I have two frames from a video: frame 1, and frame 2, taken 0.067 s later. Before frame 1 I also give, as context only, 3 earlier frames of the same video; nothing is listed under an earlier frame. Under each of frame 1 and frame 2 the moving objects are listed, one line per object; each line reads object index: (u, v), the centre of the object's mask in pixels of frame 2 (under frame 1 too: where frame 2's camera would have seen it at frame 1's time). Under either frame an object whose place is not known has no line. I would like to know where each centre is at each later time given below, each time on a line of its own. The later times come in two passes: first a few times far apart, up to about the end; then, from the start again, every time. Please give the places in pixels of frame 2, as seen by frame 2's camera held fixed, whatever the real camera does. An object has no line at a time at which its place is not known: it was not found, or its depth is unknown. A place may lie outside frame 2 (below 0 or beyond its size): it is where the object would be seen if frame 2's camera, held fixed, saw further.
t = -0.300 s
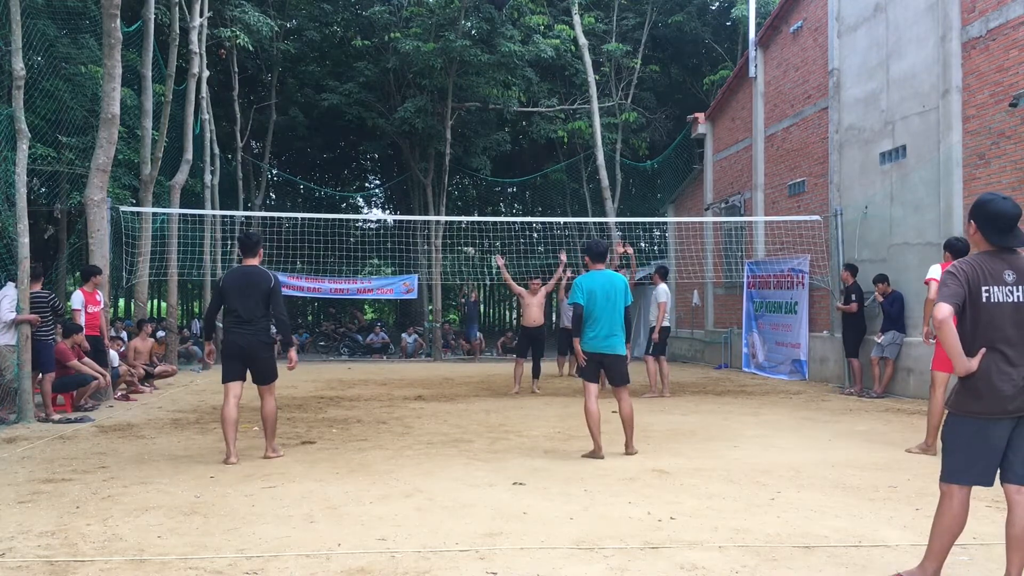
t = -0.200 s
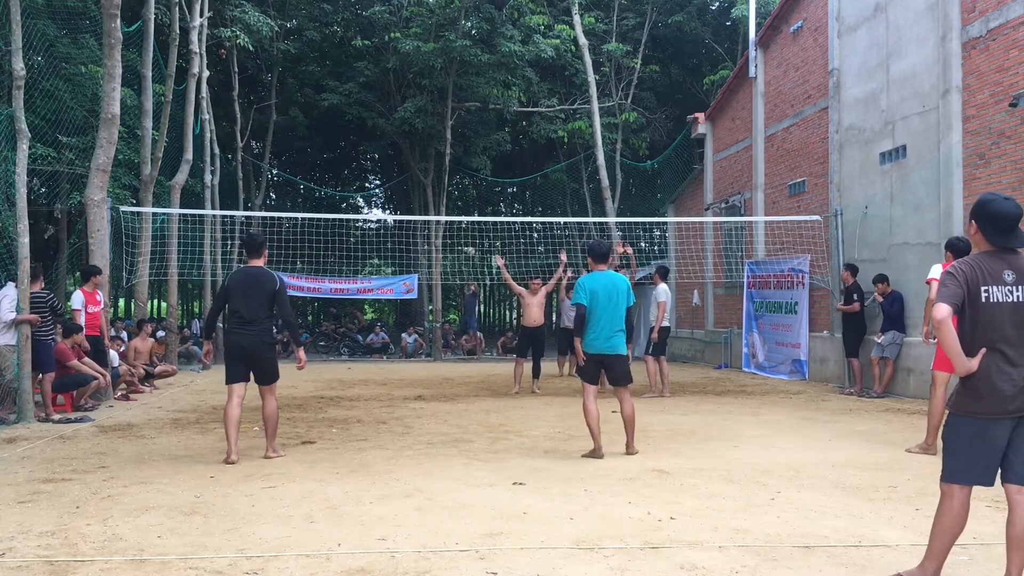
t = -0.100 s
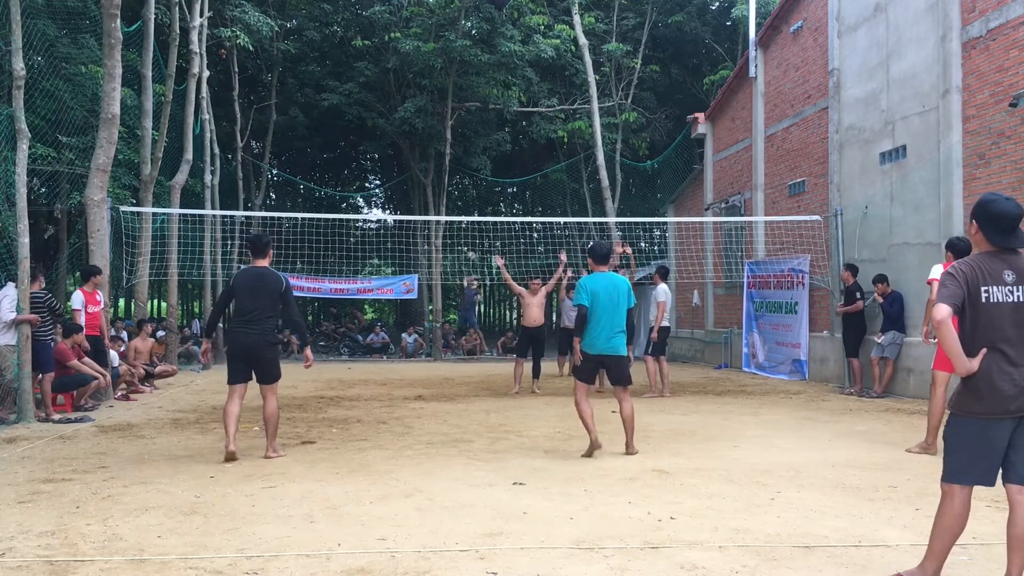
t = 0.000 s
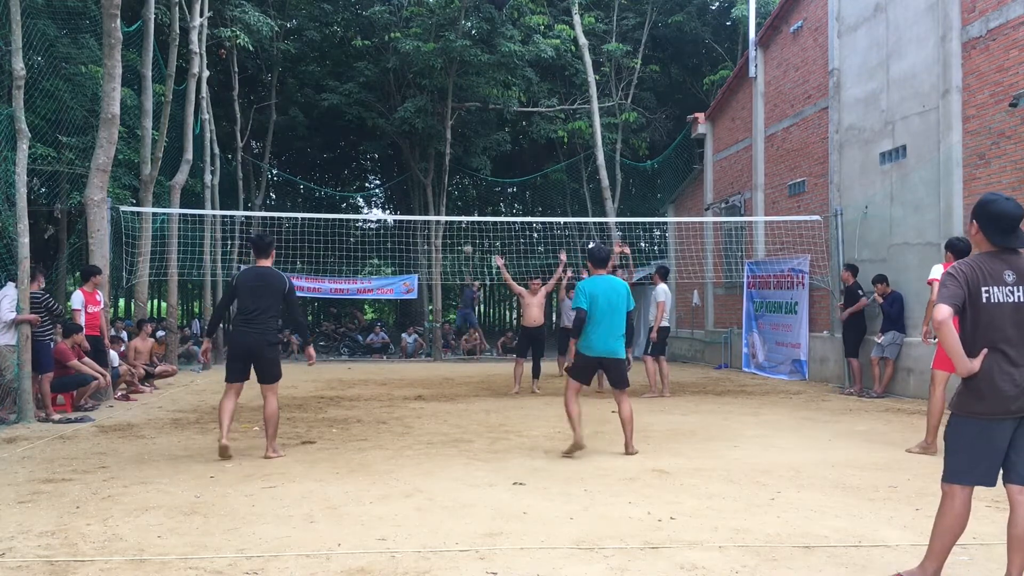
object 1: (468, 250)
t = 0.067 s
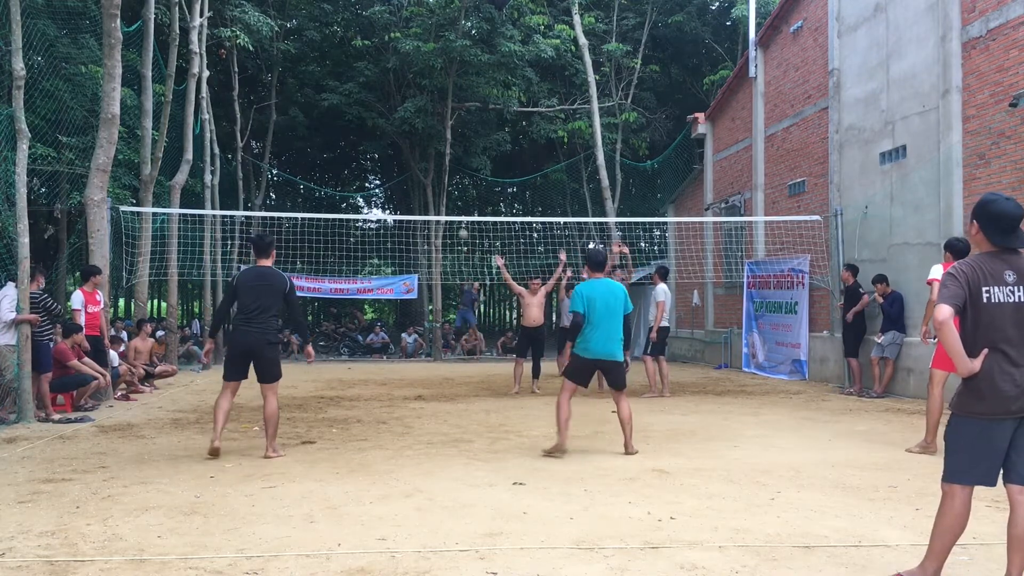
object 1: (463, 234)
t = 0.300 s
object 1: (439, 186)
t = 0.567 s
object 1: (397, 163)
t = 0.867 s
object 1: (303, 203)
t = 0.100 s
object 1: (460, 226)
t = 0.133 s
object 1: (457, 221)
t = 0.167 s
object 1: (454, 211)
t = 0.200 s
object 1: (450, 206)
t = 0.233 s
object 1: (447, 198)
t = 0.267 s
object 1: (443, 192)
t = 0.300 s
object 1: (439, 186)
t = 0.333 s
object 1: (436, 181)
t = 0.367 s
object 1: (431, 177)
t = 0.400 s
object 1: (426, 173)
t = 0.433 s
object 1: (421, 169)
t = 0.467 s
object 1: (416, 167)
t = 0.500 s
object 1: (410, 165)
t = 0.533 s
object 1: (404, 164)
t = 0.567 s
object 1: (397, 163)
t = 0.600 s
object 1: (390, 163)
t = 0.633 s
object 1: (382, 164)
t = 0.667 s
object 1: (373, 166)
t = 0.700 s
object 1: (364, 169)
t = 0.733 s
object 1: (353, 173)
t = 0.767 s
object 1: (342, 178)
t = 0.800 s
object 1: (331, 185)
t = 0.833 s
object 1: (317, 193)
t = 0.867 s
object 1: (303, 203)
